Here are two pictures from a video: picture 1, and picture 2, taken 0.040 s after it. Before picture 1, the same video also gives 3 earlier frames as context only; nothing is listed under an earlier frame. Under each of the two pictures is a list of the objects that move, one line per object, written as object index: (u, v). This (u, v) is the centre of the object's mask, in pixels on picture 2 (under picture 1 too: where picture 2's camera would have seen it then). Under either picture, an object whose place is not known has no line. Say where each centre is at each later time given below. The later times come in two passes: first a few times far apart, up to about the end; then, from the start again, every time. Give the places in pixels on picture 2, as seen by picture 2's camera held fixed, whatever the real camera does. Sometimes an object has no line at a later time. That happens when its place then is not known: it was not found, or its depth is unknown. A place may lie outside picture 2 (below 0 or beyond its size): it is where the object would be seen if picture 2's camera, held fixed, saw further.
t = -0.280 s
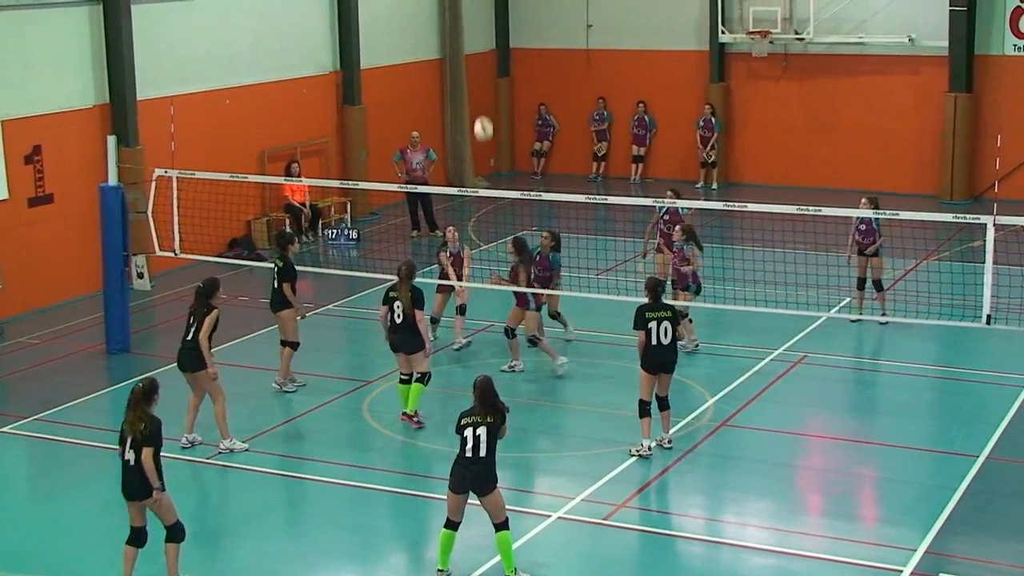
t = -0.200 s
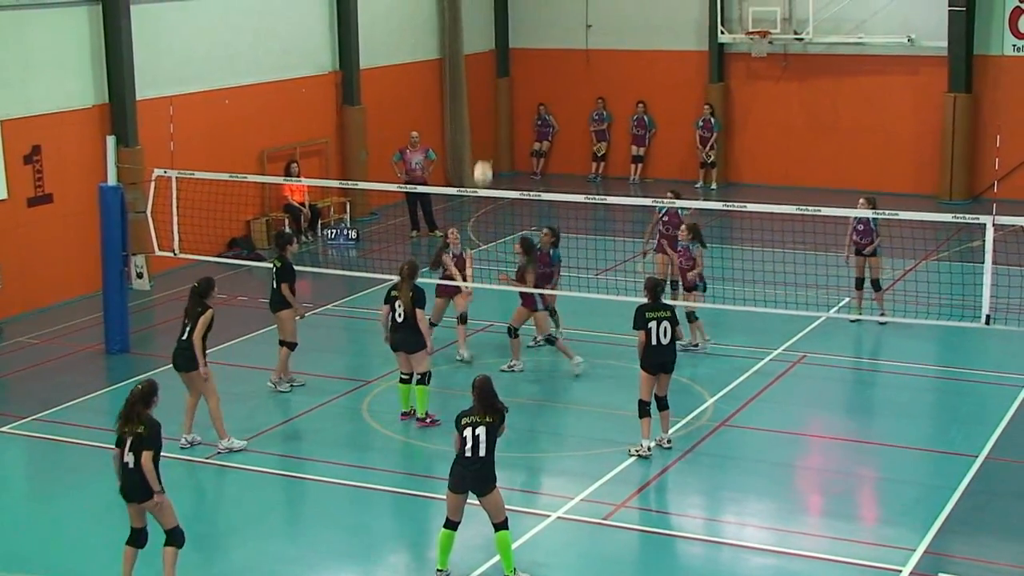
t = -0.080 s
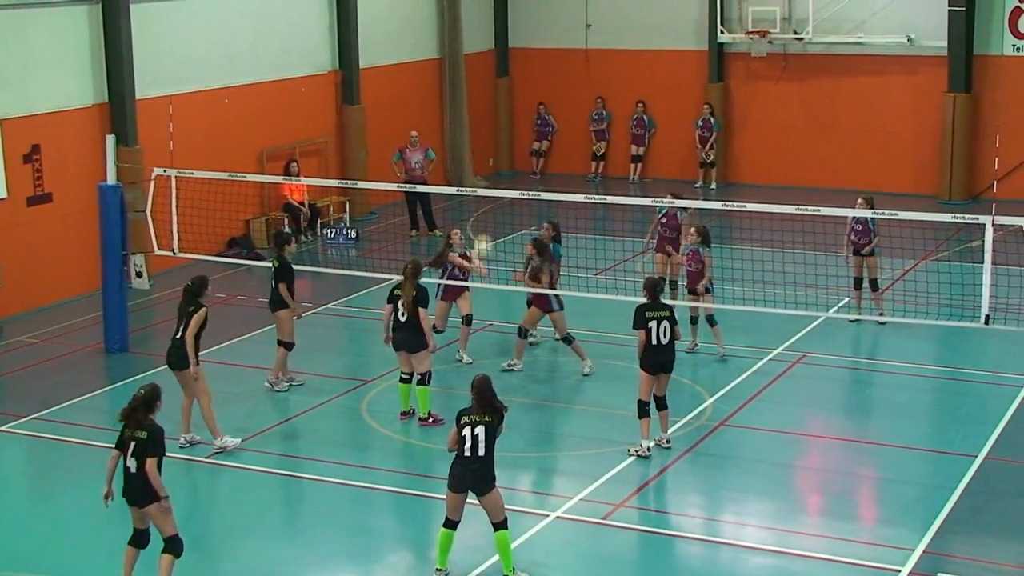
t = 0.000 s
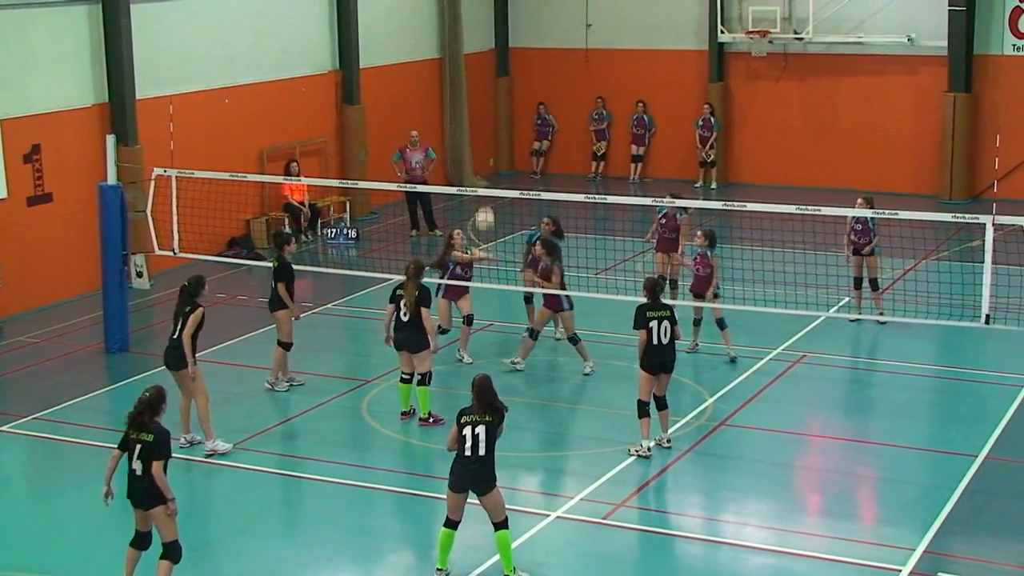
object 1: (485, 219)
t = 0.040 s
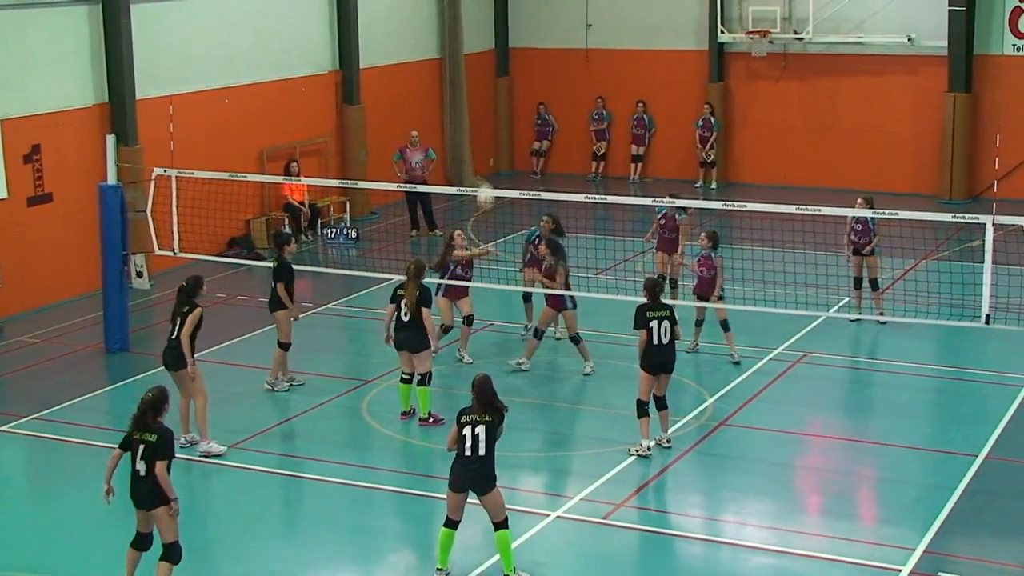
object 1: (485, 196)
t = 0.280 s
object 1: (489, 88)
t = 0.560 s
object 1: (495, 25)
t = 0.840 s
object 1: (502, 31)
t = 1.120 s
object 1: (510, 102)
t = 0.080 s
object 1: (486, 175)
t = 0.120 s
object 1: (487, 155)
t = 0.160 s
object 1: (487, 136)
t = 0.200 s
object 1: (488, 118)
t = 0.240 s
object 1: (489, 103)
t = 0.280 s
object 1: (489, 88)
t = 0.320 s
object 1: (490, 75)
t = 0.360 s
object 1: (491, 63)
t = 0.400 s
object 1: (492, 53)
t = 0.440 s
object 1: (493, 44)
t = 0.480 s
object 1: (493, 37)
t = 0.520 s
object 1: (494, 30)
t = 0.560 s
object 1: (495, 25)
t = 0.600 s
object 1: (496, 22)
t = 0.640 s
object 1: (497, 20)
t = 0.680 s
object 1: (498, 19)
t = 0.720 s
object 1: (499, 20)
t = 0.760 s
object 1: (500, 22)
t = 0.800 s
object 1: (500, 26)
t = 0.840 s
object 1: (502, 31)
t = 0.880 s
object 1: (503, 37)
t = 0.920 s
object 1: (504, 45)
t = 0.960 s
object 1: (505, 53)
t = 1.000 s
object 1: (506, 64)
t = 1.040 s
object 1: (507, 75)
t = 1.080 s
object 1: (508, 88)
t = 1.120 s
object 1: (510, 102)
